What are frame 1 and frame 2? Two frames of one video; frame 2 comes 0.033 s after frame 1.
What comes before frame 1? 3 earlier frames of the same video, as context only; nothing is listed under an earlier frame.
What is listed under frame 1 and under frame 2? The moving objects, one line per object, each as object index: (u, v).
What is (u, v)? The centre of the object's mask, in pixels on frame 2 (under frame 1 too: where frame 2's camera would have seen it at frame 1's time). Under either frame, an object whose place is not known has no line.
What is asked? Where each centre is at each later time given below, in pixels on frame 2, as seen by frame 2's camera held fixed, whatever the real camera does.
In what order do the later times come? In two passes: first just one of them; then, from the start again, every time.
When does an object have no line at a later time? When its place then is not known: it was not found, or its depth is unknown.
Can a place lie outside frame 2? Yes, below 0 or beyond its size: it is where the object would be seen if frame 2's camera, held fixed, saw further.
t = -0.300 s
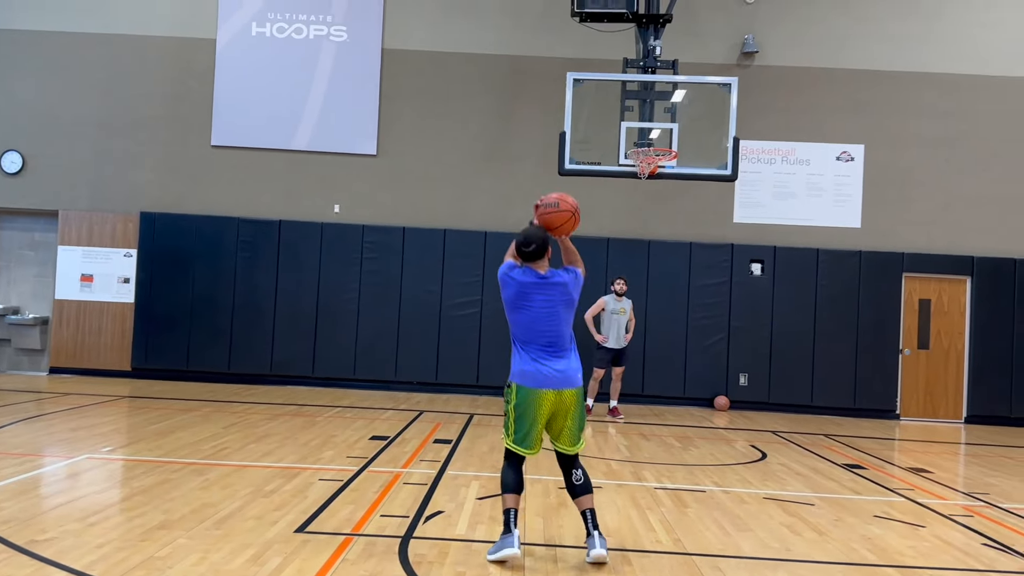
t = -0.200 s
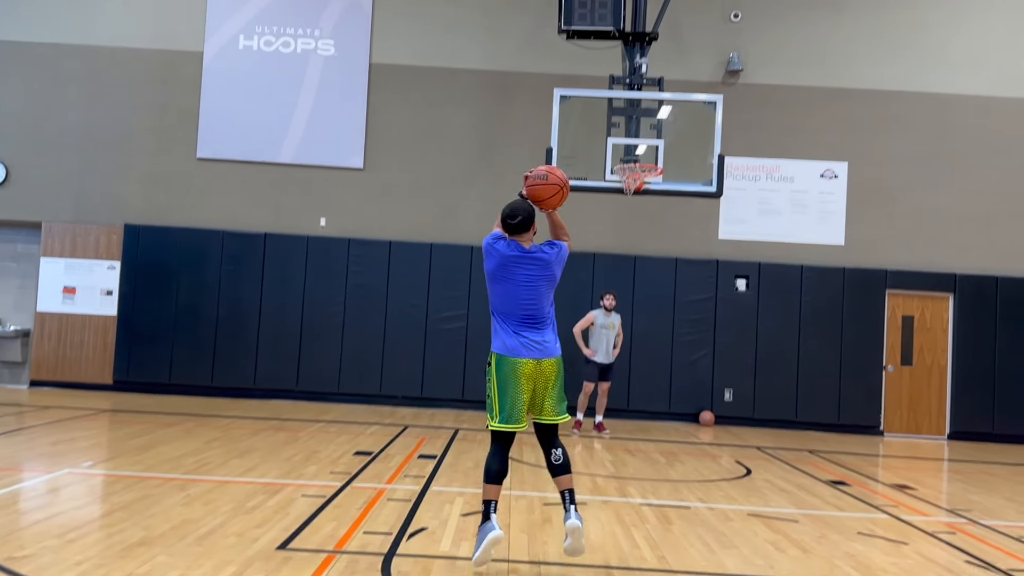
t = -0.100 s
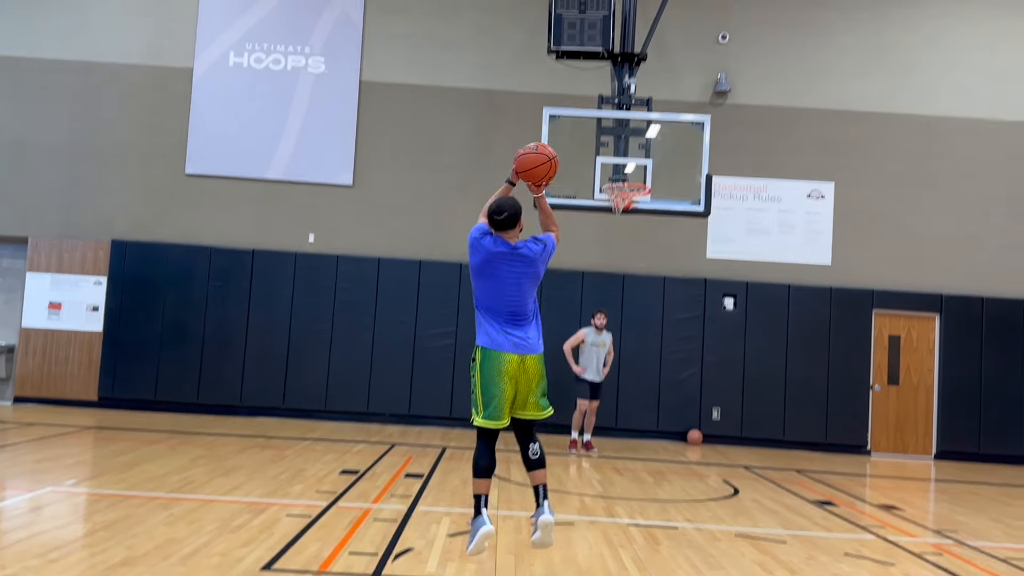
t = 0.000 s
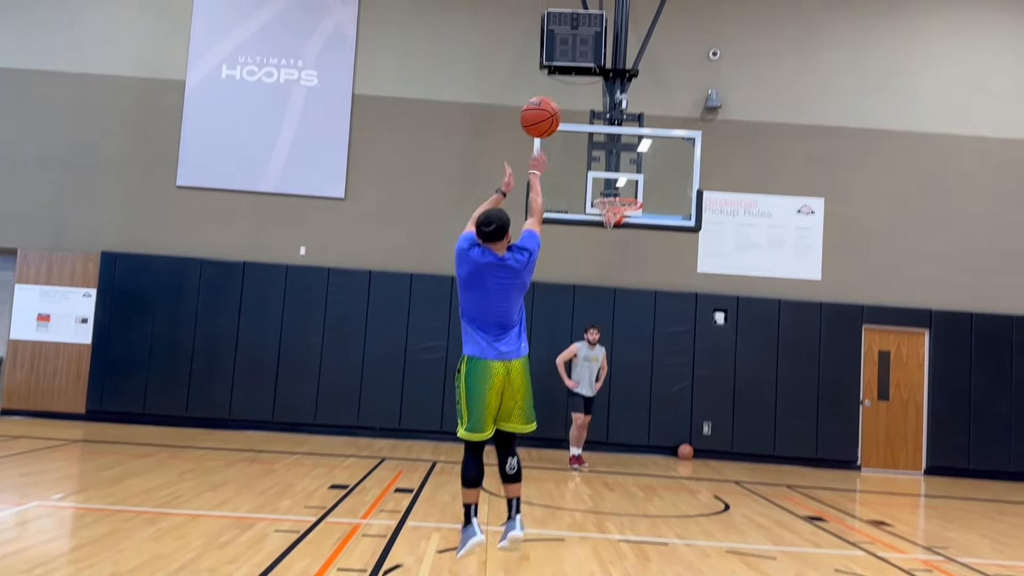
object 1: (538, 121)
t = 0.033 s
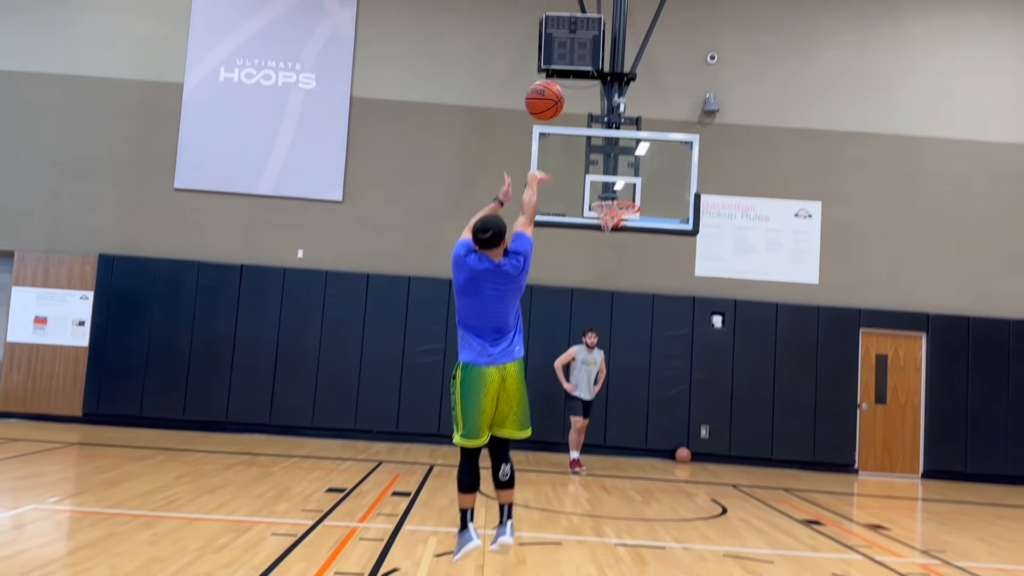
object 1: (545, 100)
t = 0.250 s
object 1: (577, 26)
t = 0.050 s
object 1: (548, 91)
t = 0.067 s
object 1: (550, 82)
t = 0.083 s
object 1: (553, 75)
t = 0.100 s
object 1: (556, 67)
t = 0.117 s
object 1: (558, 61)
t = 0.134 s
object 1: (561, 55)
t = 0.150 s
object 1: (563, 49)
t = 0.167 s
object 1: (566, 44)
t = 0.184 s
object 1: (568, 39)
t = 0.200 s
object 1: (570, 35)
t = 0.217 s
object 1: (573, 32)
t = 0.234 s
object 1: (575, 28)
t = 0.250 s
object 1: (577, 26)
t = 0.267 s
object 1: (579, 23)
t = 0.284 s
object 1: (581, 21)
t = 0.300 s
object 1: (582, 20)
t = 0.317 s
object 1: (584, 19)
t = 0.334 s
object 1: (586, 19)
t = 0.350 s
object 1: (587, 18)
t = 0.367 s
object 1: (589, 18)
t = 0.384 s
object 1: (590, 18)
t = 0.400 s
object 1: (592, 19)
